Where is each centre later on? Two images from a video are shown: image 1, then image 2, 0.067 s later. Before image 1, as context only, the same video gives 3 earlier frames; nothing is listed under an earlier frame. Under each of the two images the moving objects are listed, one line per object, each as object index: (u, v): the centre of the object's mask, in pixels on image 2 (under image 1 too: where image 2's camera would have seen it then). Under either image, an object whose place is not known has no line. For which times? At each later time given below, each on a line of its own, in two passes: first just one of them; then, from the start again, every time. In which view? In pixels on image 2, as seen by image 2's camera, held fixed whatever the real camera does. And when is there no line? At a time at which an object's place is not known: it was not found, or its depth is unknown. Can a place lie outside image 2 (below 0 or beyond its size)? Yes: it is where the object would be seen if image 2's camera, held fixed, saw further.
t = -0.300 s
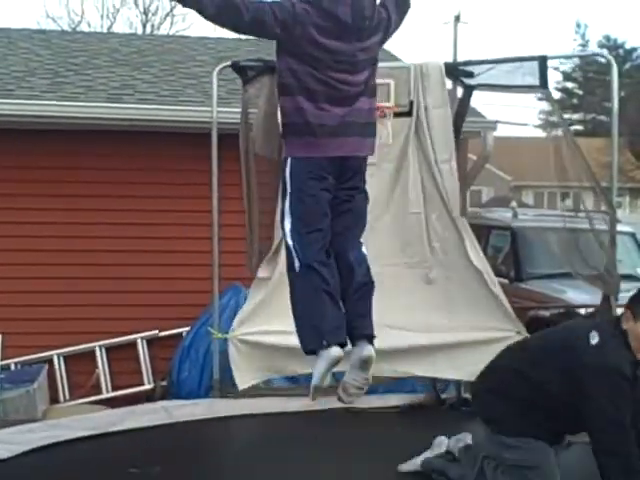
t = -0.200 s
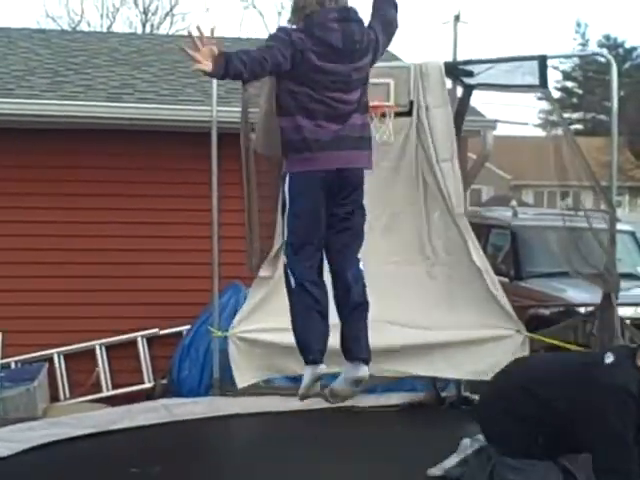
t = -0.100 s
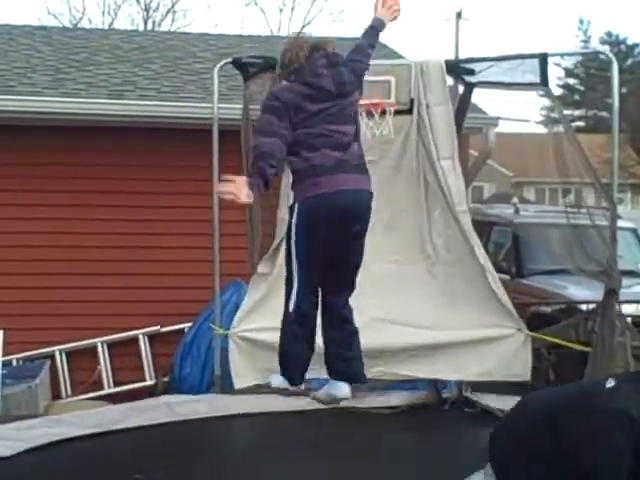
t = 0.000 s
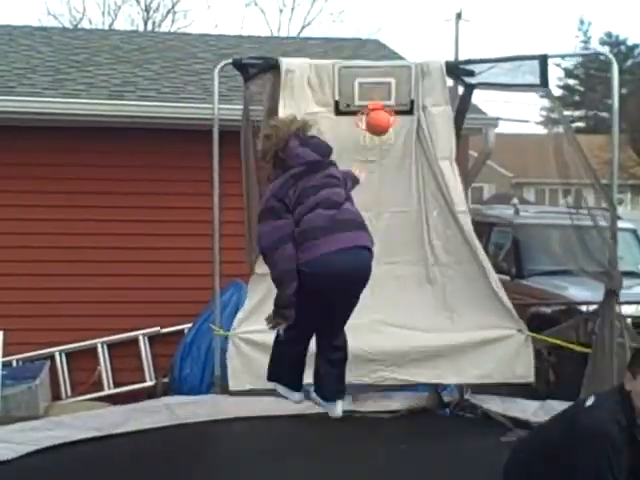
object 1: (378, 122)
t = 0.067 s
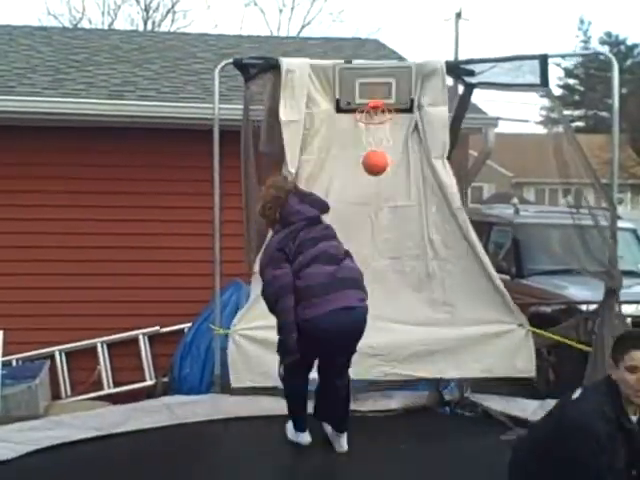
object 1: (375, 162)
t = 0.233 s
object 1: (367, 304)
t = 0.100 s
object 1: (373, 186)
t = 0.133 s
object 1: (372, 211)
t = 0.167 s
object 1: (371, 240)
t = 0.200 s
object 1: (369, 271)
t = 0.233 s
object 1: (367, 304)
